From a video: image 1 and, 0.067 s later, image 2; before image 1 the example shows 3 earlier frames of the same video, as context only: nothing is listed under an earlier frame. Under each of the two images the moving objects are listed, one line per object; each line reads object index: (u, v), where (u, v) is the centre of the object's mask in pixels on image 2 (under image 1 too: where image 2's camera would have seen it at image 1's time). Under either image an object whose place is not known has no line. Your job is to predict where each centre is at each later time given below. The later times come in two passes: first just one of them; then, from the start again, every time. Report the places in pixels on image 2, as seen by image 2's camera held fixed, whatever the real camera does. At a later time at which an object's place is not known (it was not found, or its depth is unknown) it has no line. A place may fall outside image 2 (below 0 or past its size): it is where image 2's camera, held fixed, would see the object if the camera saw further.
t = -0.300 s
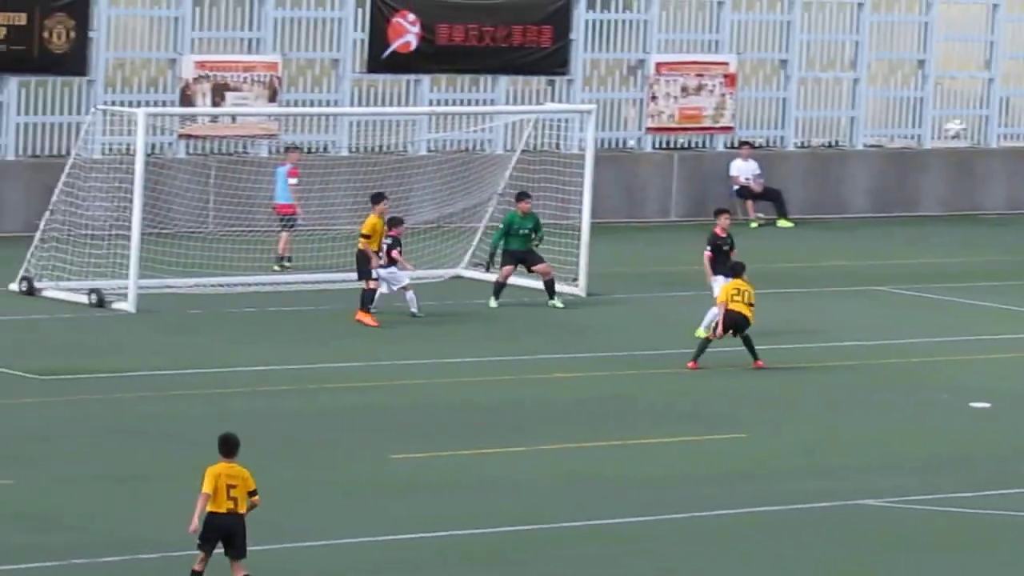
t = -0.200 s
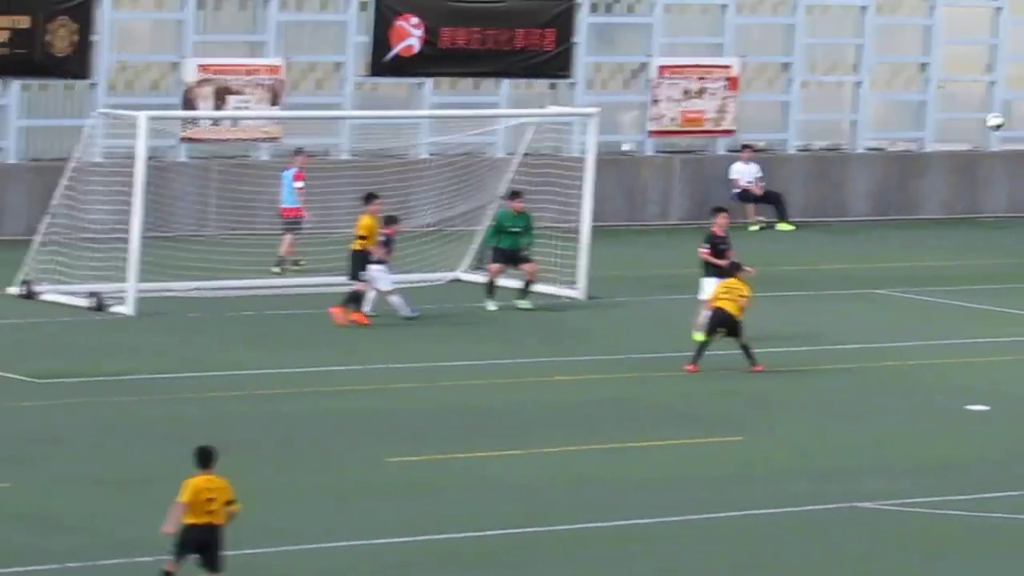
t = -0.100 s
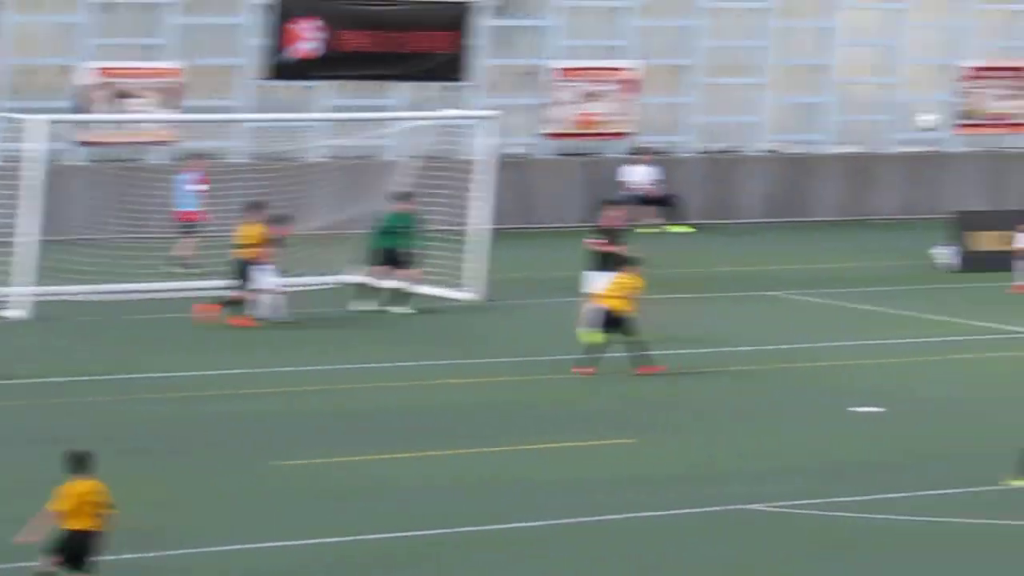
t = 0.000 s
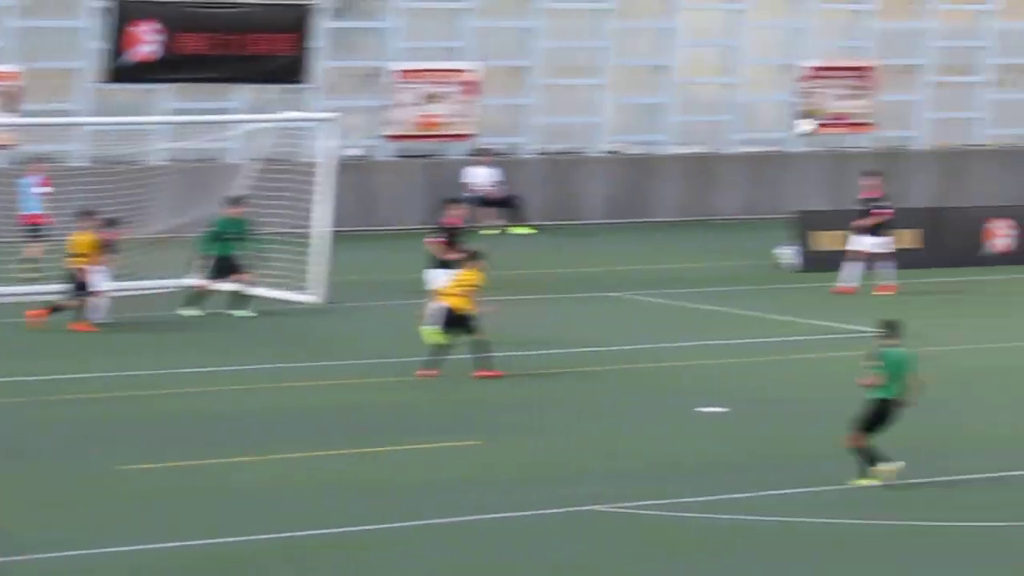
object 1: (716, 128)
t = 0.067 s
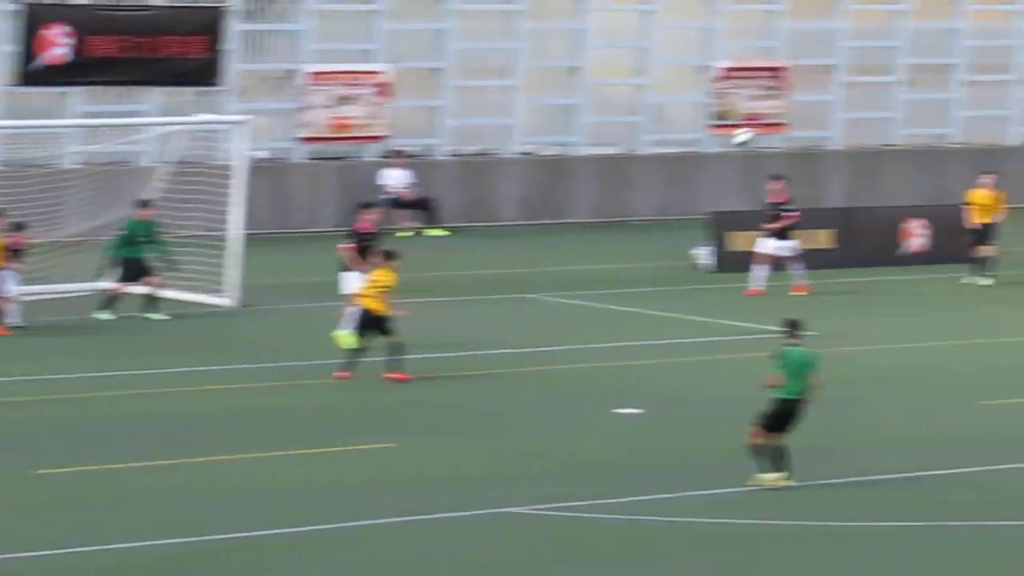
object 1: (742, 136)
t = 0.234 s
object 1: (799, 173)
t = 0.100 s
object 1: (754, 140)
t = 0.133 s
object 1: (764, 148)
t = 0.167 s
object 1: (776, 155)
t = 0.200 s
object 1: (787, 164)
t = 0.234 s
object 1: (799, 173)
